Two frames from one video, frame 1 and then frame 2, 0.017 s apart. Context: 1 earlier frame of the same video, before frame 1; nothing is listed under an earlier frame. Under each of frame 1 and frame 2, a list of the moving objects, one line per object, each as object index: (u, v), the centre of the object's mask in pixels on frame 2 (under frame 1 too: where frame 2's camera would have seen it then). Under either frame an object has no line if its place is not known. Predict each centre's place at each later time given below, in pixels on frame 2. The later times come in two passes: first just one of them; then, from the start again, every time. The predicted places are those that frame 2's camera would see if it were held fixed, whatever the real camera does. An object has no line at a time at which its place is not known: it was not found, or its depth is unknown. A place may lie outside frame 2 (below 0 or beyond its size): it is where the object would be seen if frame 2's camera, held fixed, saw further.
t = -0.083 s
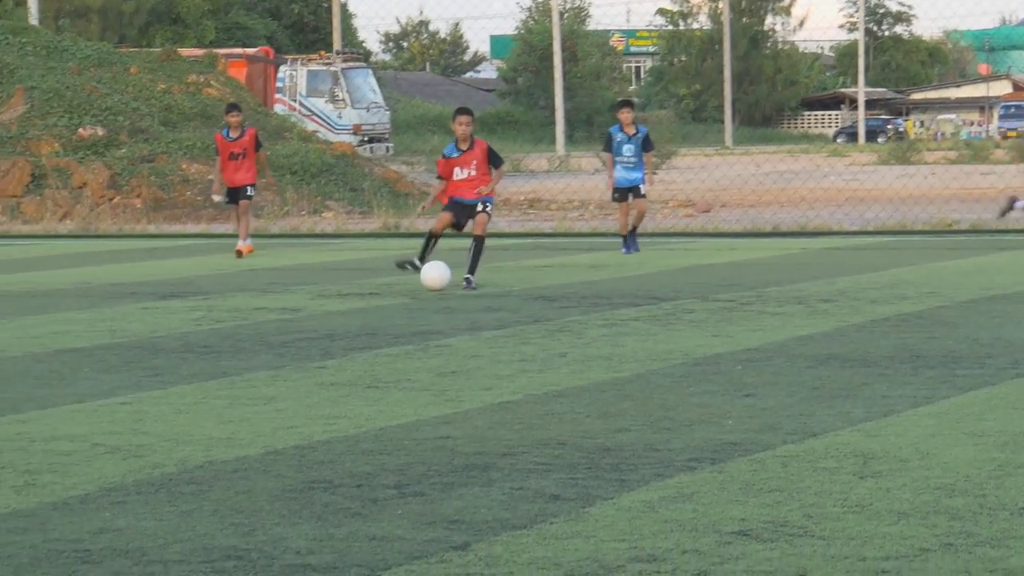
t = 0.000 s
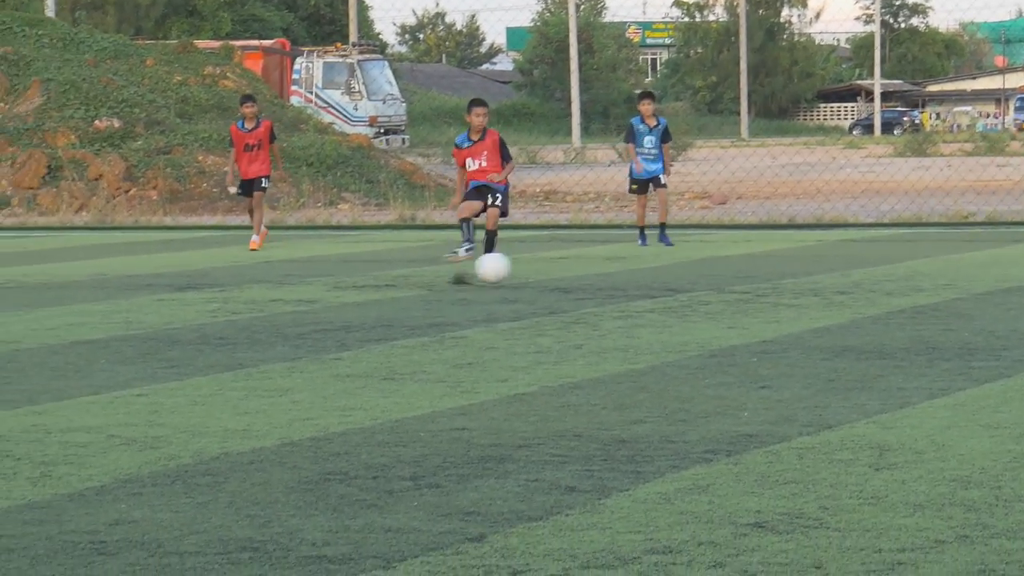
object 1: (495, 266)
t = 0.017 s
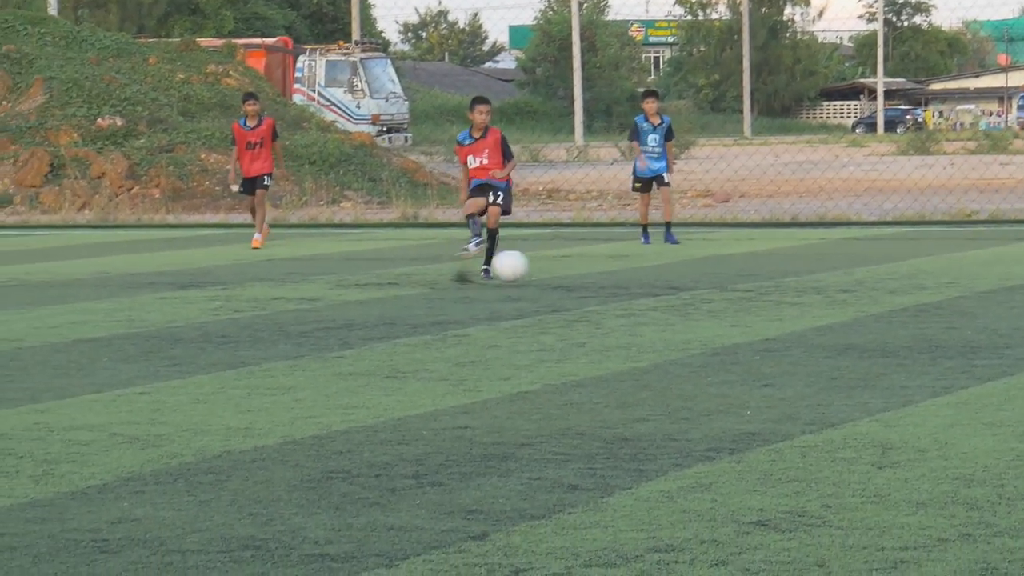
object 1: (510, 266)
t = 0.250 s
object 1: (718, 290)
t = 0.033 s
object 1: (524, 265)
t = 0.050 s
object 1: (539, 267)
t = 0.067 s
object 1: (554, 268)
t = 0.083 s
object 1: (569, 270)
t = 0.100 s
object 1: (584, 273)
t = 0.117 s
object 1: (600, 276)
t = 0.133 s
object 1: (615, 280)
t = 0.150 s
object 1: (630, 281)
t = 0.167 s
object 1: (644, 281)
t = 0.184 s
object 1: (659, 282)
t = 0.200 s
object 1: (674, 283)
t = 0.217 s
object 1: (689, 285)
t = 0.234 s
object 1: (703, 287)
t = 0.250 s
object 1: (718, 290)
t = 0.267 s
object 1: (733, 292)
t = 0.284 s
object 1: (748, 292)
